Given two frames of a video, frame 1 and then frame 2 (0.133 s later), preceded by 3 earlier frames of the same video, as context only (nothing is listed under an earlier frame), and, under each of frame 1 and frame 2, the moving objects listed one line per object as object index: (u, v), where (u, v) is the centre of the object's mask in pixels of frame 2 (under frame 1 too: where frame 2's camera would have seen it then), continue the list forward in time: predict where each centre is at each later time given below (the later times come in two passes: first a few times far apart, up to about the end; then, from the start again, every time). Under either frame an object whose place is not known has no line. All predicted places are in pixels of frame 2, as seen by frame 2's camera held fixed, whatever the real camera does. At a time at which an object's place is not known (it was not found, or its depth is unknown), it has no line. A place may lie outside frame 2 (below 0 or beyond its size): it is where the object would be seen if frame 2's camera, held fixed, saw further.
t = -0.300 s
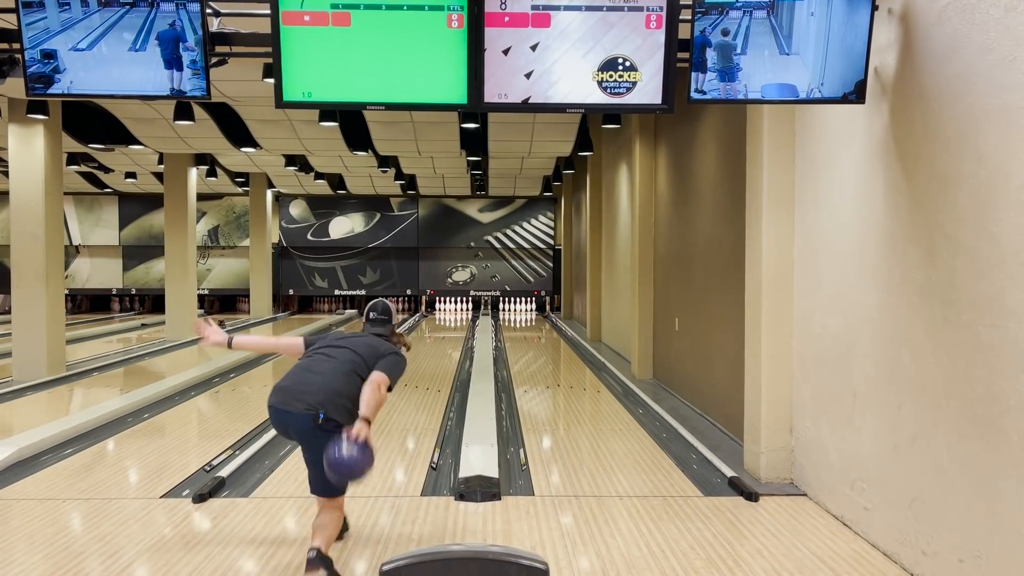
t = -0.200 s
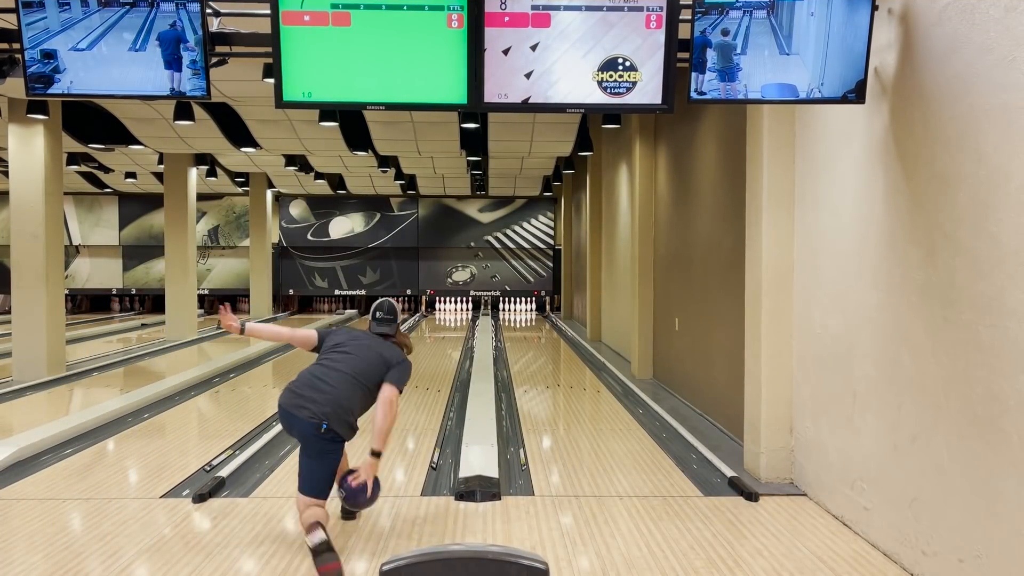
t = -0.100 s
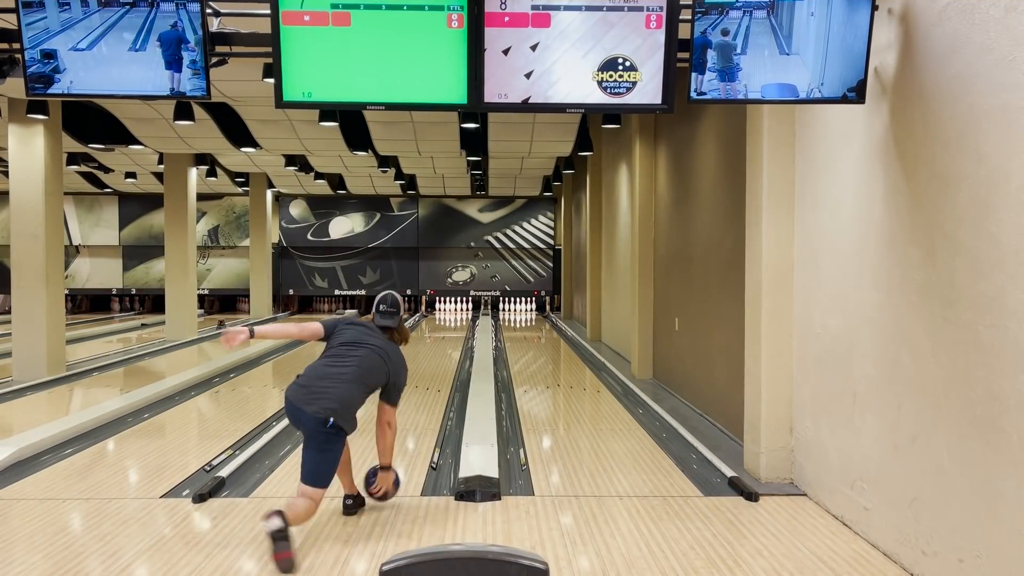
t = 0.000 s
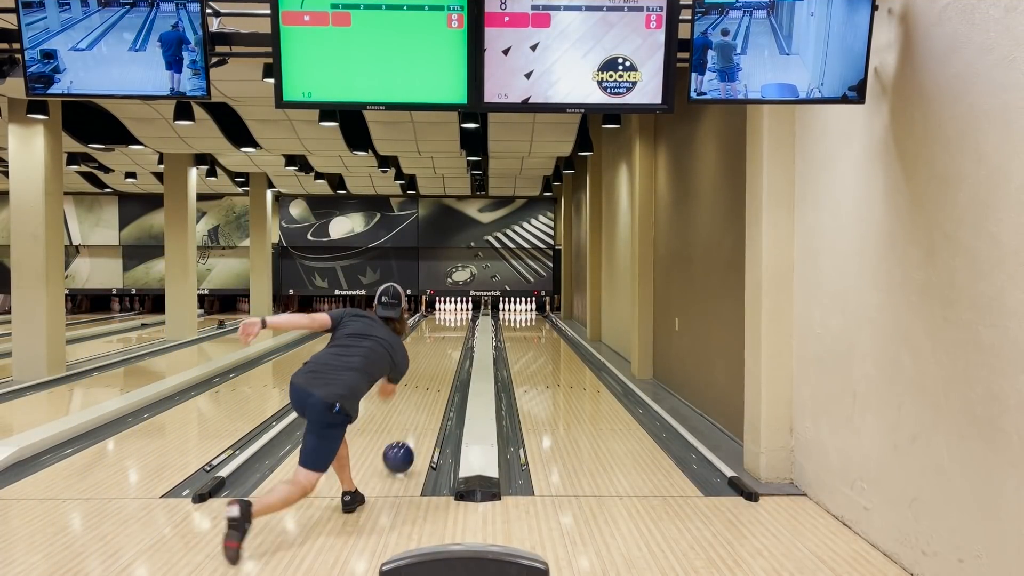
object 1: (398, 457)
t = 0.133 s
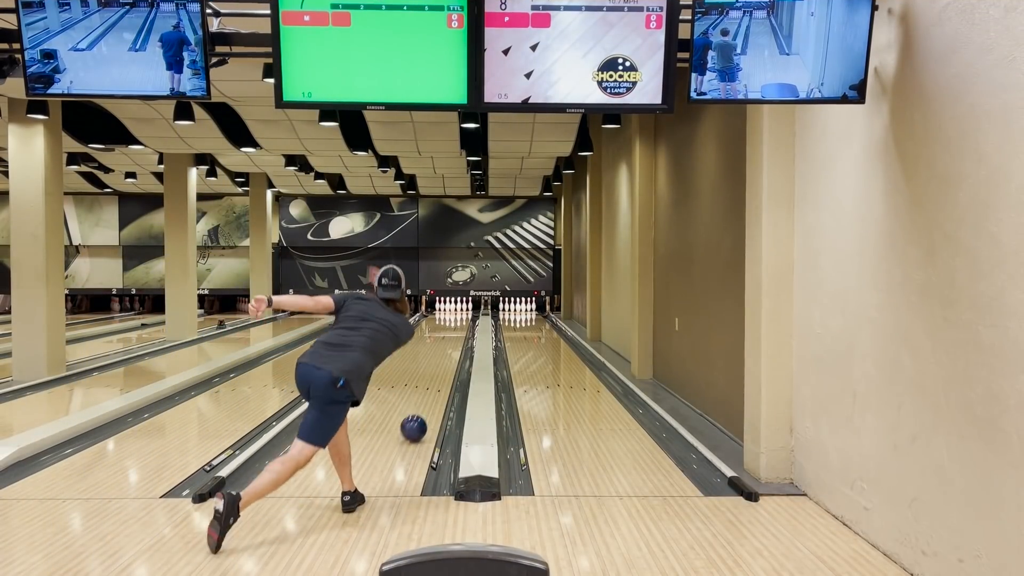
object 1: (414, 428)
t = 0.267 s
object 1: (425, 406)
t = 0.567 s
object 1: (441, 372)
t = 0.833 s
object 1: (450, 353)
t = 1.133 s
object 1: (456, 338)
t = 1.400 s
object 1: (460, 328)
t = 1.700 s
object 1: (461, 320)
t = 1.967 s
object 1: (459, 314)
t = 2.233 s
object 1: (456, 309)
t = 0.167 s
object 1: (417, 422)
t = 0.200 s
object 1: (420, 416)
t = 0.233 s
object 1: (422, 411)
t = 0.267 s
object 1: (425, 406)
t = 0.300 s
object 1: (427, 401)
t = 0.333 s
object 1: (429, 396)
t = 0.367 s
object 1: (431, 392)
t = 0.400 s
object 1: (433, 388)
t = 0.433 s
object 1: (435, 385)
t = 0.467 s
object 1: (437, 381)
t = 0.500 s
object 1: (438, 378)
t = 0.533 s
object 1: (440, 375)
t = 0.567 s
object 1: (441, 372)
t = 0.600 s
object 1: (442, 369)
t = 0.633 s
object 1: (444, 366)
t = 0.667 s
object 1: (445, 364)
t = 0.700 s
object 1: (446, 361)
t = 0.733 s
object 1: (447, 359)
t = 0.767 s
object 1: (448, 357)
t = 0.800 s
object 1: (449, 355)
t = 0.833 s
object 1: (450, 353)
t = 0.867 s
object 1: (451, 351)
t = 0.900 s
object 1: (452, 349)
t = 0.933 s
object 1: (452, 347)
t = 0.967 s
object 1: (453, 345)
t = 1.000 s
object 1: (454, 344)
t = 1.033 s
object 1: (455, 342)
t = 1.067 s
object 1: (455, 340)
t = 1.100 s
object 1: (456, 339)
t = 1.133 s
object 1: (456, 338)
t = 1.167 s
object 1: (457, 336)
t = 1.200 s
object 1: (457, 335)
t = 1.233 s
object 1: (458, 333)
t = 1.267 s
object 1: (458, 332)
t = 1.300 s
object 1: (459, 331)
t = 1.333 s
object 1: (459, 330)
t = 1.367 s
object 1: (460, 329)
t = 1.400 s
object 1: (460, 328)
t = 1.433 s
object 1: (460, 327)
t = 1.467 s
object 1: (460, 326)
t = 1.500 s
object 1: (460, 325)
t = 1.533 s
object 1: (461, 324)
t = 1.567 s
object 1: (461, 323)
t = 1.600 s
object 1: (461, 322)
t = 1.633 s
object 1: (461, 321)
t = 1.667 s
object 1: (461, 320)
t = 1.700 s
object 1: (461, 320)
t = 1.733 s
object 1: (461, 319)
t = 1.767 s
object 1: (461, 318)
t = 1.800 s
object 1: (460, 317)
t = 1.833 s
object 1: (460, 316)
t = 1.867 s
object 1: (460, 316)
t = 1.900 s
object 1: (460, 315)
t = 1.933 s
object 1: (460, 314)
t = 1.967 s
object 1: (459, 314)
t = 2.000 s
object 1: (459, 313)
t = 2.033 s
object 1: (458, 313)
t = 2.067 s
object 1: (458, 312)
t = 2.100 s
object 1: (457, 312)
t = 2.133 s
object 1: (457, 311)
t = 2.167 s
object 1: (457, 311)
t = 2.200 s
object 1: (456, 310)
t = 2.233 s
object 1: (456, 309)
